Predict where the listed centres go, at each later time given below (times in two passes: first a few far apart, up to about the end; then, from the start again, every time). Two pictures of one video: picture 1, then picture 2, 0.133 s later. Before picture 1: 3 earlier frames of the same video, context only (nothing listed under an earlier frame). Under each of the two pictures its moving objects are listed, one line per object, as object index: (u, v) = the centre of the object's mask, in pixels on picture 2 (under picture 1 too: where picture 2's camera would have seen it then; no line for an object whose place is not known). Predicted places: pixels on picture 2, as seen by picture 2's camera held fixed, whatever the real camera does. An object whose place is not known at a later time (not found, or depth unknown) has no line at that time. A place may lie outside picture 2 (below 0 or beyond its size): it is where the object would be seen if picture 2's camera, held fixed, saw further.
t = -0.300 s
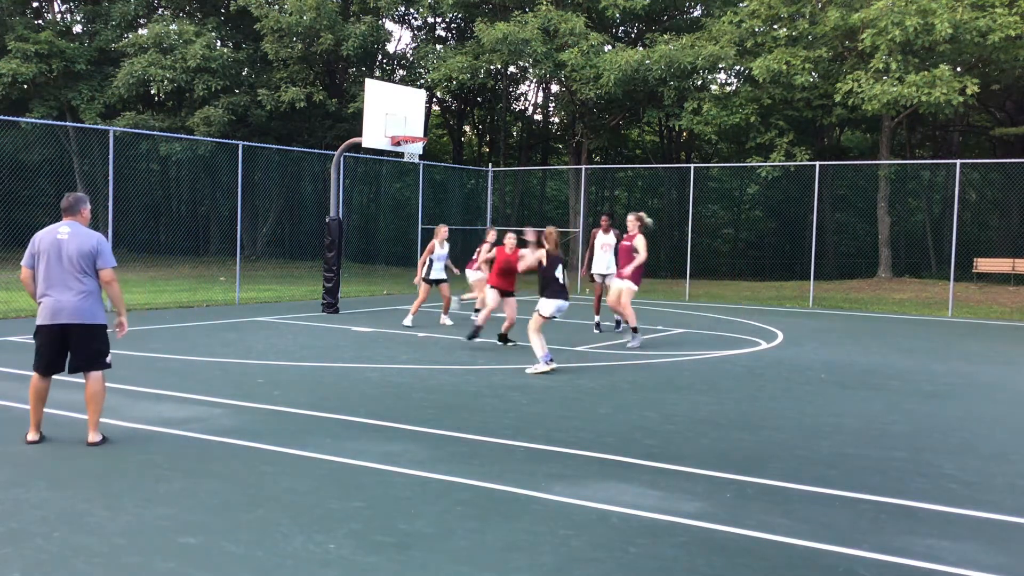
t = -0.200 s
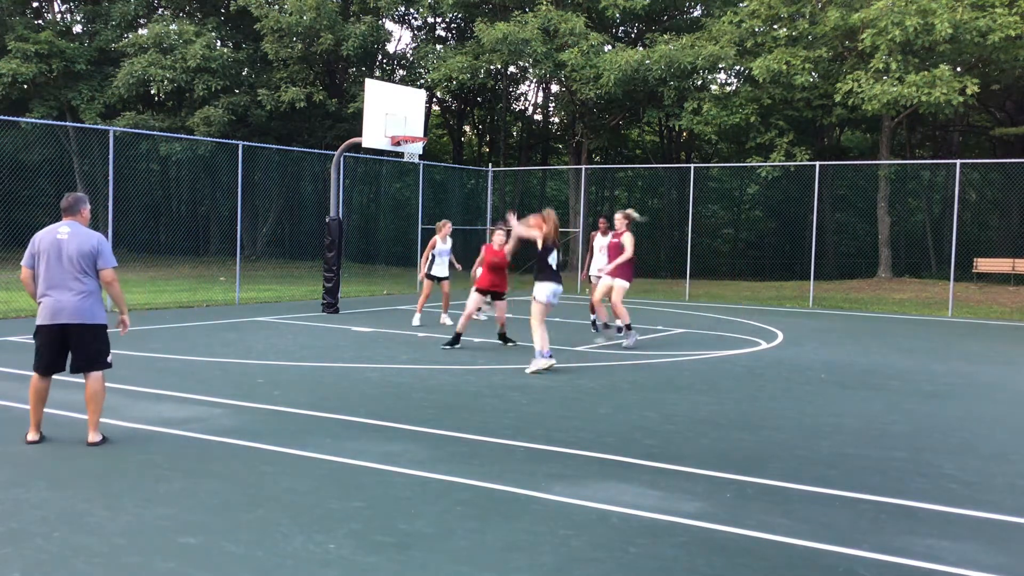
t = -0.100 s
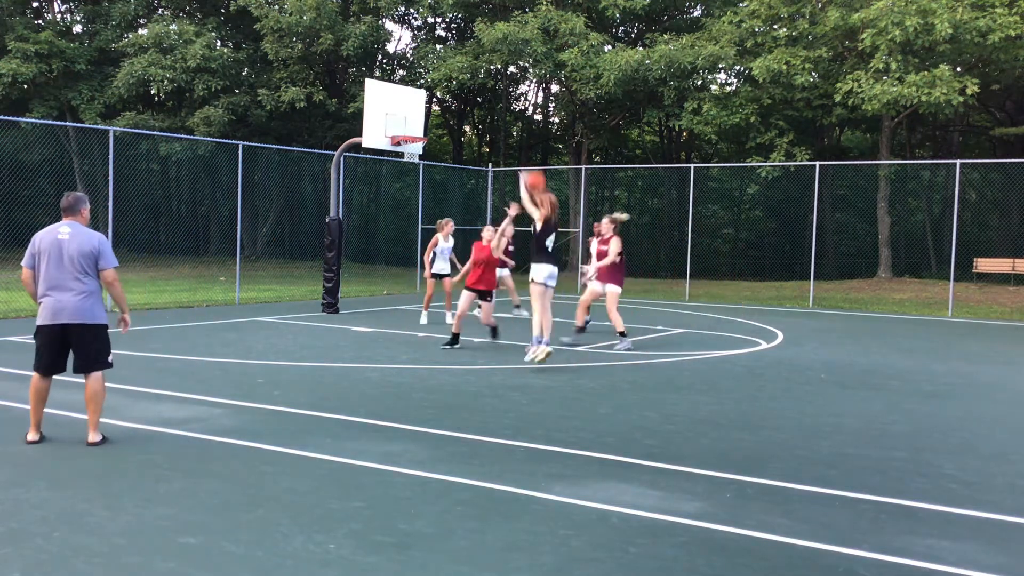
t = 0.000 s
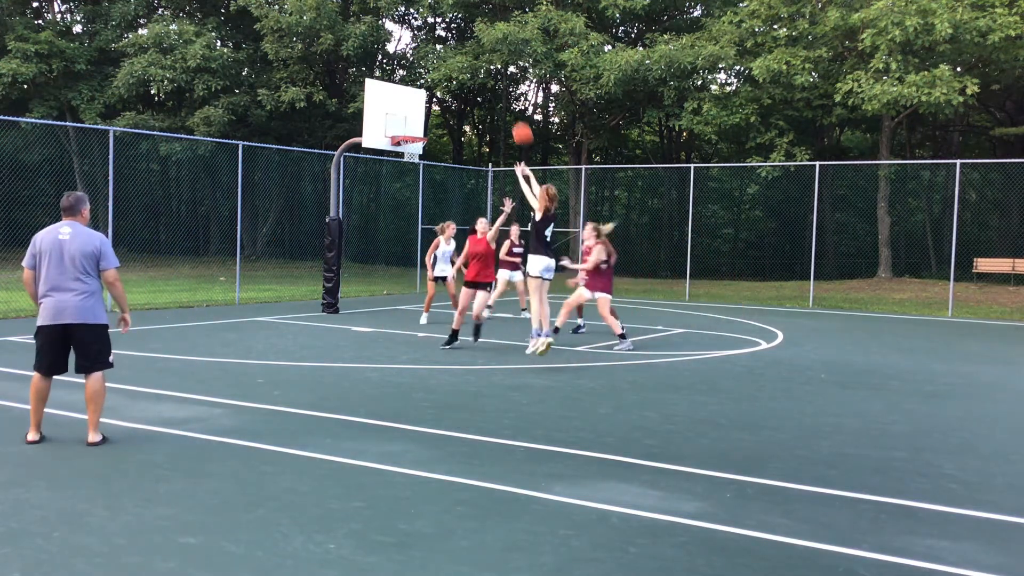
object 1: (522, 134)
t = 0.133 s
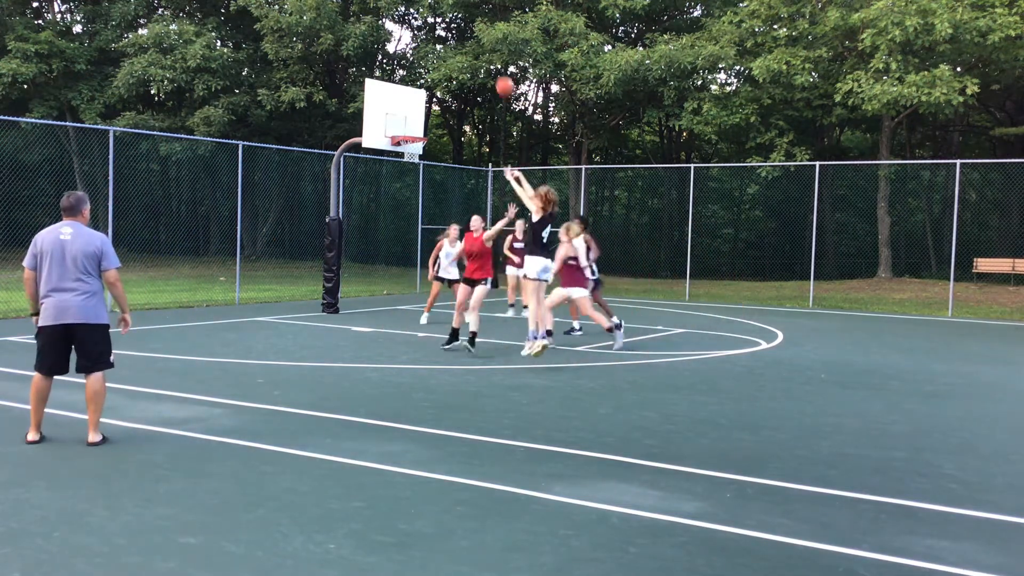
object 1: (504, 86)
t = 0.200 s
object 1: (497, 70)
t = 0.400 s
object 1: (474, 43)
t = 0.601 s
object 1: (453, 46)
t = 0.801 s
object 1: (430, 82)
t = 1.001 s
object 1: (412, 133)
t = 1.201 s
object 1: (410, 155)
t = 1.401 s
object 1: (410, 187)
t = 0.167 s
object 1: (501, 78)
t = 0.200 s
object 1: (497, 70)
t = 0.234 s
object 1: (493, 63)
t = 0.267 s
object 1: (489, 56)
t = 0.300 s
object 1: (485, 51)
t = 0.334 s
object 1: (481, 48)
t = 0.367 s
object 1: (478, 45)
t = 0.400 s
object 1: (474, 43)
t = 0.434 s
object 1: (470, 42)
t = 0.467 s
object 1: (466, 41)
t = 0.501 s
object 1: (464, 41)
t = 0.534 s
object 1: (460, 42)
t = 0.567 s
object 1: (456, 44)
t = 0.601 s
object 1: (453, 46)
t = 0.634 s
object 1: (446, 53)
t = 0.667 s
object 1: (443, 57)
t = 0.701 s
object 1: (440, 63)
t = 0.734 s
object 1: (436, 68)
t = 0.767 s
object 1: (434, 75)
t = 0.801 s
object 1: (430, 82)
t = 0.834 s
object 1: (428, 89)
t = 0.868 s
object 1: (425, 97)
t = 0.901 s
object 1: (421, 107)
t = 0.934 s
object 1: (418, 115)
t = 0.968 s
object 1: (415, 125)
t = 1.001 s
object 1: (412, 133)
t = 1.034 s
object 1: (410, 143)
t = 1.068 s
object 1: (409, 149)
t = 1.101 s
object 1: (410, 149)
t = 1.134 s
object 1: (410, 150)
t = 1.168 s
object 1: (410, 152)
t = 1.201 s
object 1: (410, 155)
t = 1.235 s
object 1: (410, 159)
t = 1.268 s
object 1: (410, 163)
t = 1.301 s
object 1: (410, 168)
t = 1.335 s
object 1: (410, 173)
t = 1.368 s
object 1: (410, 179)
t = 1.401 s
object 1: (410, 187)
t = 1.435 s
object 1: (409, 194)
